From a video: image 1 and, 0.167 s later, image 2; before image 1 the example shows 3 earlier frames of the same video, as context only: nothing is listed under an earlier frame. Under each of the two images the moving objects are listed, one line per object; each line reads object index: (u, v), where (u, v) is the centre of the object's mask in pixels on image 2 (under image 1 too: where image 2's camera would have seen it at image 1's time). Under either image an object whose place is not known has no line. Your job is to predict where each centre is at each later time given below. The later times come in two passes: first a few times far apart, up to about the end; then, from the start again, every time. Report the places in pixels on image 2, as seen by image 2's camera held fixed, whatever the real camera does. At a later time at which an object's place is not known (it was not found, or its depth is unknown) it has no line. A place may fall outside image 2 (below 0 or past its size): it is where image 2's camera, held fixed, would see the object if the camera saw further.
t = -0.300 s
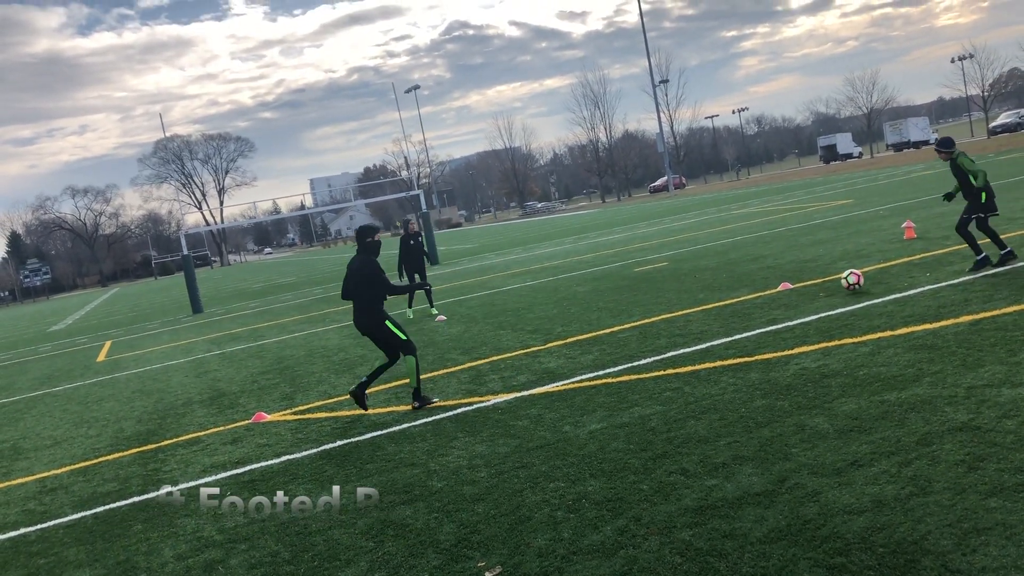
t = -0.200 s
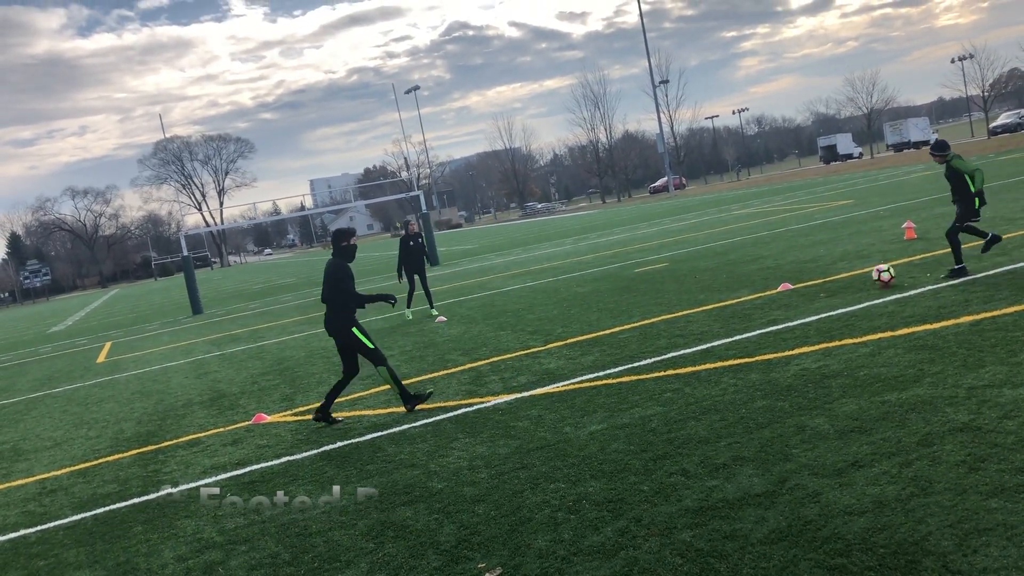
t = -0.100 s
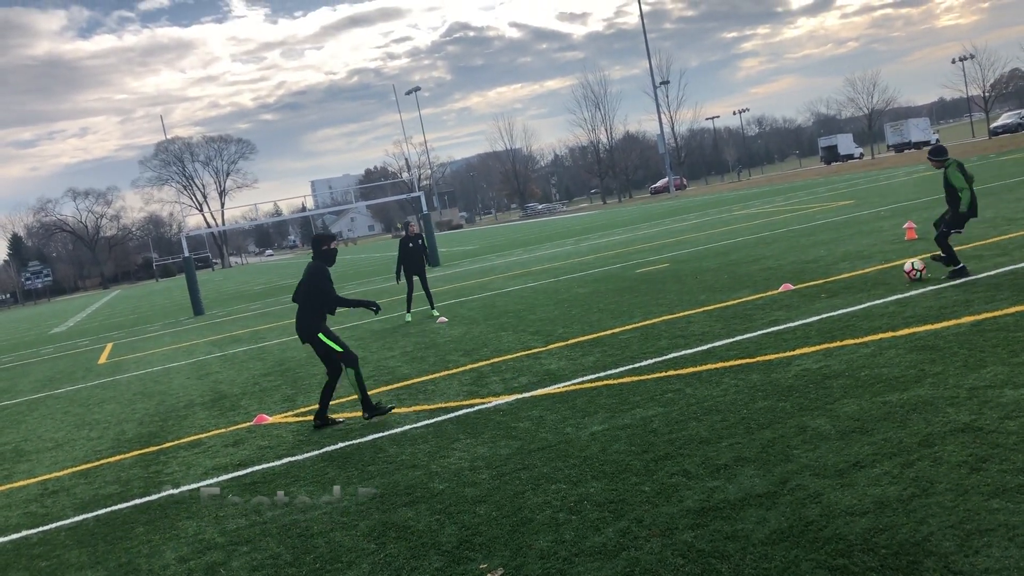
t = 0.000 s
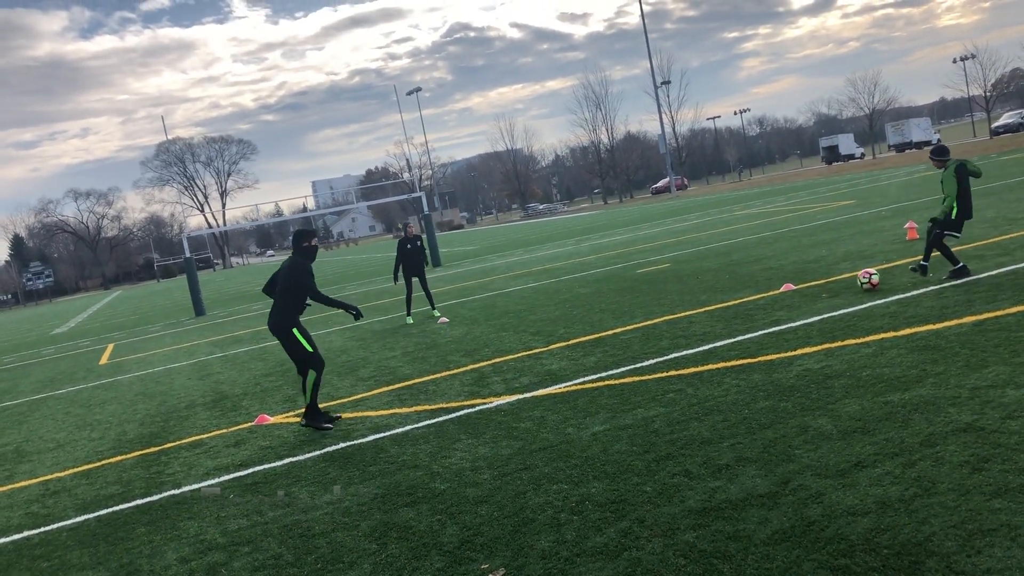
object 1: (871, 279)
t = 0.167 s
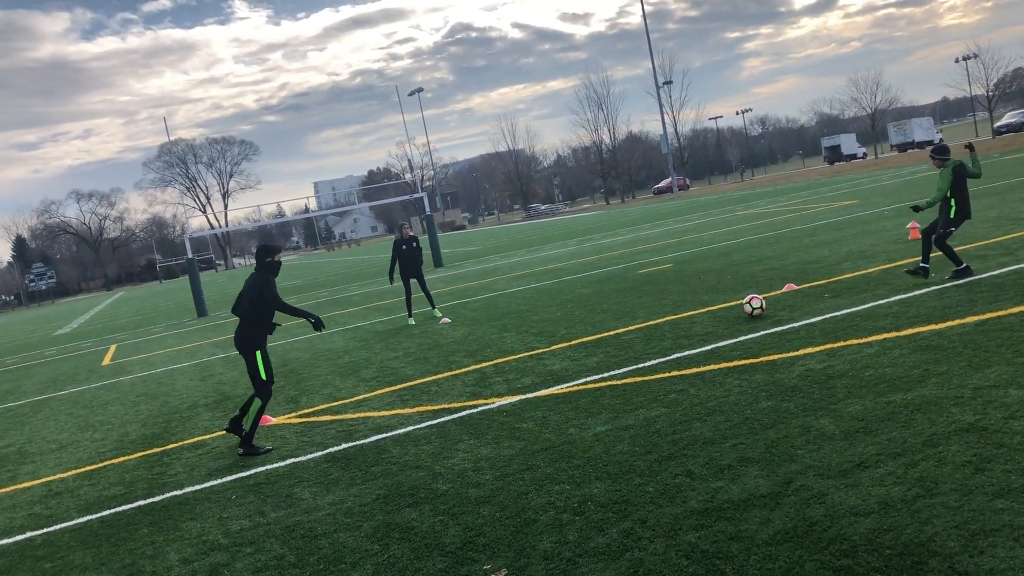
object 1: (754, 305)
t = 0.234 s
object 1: (708, 315)
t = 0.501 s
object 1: (534, 354)
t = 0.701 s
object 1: (413, 383)
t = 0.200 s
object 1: (731, 311)
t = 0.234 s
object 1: (708, 315)
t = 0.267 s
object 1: (685, 320)
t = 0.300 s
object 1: (663, 324)
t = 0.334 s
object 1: (641, 330)
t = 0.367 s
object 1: (619, 335)
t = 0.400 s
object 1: (597, 339)
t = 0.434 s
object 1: (576, 344)
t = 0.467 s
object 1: (555, 349)
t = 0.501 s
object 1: (534, 354)
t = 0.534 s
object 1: (514, 358)
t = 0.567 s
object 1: (493, 363)
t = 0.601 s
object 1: (473, 368)
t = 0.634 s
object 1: (453, 373)
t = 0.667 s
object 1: (433, 378)
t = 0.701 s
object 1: (413, 383)
